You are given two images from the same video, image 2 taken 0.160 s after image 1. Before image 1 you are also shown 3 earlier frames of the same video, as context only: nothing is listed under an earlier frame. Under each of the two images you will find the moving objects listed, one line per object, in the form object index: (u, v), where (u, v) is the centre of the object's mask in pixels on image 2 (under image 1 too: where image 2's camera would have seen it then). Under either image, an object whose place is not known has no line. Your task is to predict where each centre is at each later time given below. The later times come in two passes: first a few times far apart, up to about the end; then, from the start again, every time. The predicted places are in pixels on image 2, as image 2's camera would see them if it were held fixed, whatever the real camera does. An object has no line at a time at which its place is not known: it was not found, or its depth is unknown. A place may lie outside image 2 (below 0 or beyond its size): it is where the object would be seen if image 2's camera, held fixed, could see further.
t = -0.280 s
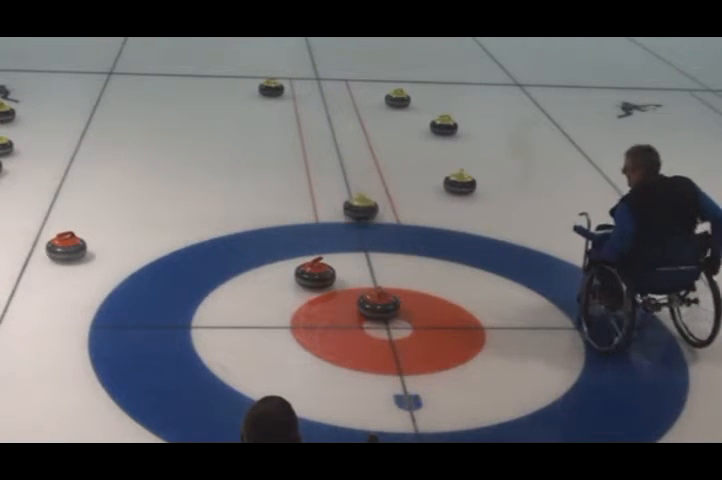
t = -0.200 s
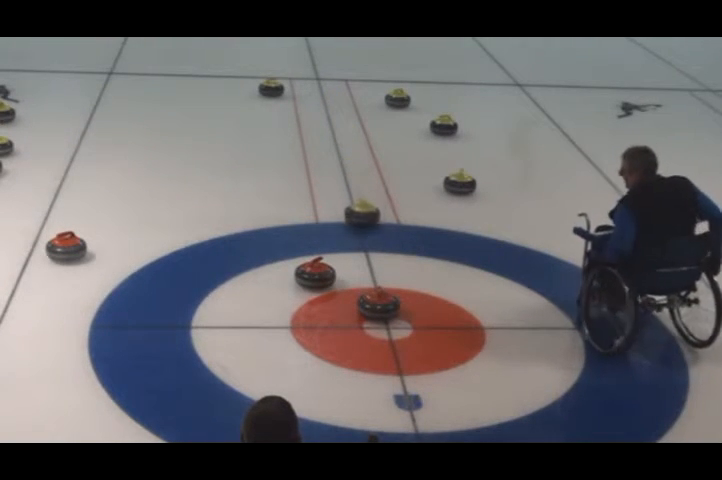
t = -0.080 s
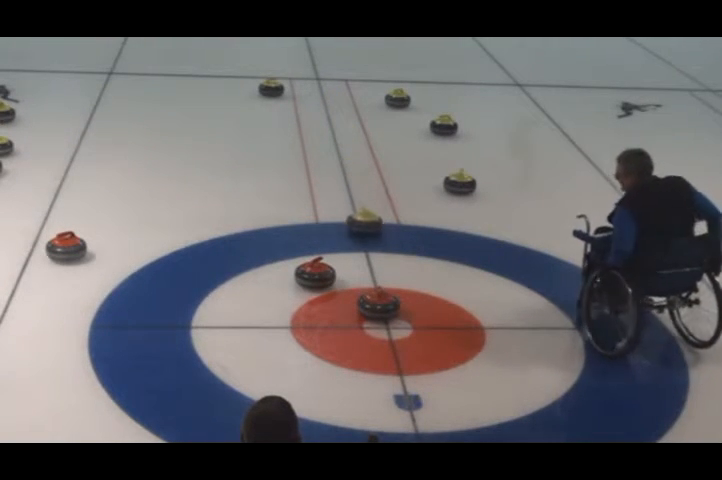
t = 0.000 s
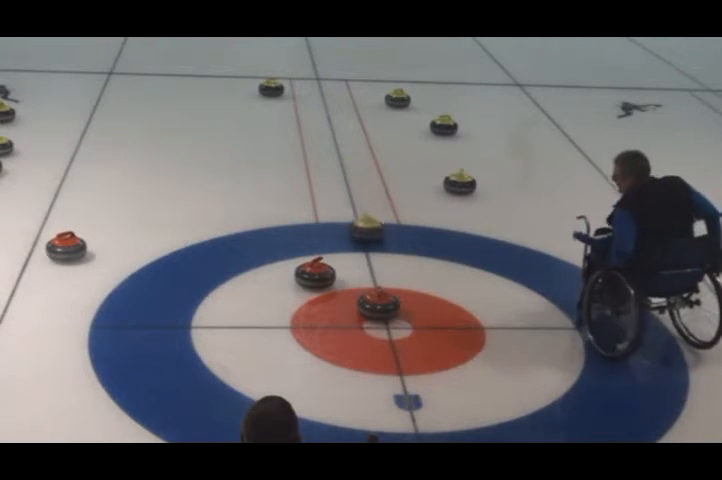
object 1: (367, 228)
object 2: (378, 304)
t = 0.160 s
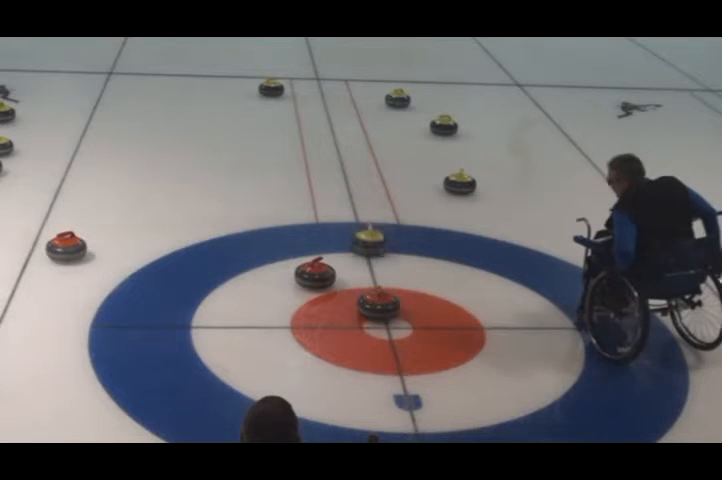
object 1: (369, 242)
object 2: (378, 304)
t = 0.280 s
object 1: (371, 252)
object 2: (378, 304)
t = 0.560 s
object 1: (378, 276)
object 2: (379, 304)
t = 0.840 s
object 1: (385, 286)
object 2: (378, 321)
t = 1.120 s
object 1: (389, 286)
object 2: (376, 351)
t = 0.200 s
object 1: (369, 245)
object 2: (378, 304)
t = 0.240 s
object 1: (370, 249)
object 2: (378, 304)
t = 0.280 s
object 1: (371, 252)
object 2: (378, 304)
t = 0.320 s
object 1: (372, 255)
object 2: (378, 304)
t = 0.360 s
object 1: (373, 259)
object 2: (378, 304)
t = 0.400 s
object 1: (374, 263)
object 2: (378, 304)
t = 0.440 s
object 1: (375, 266)
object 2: (379, 304)
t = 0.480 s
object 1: (376, 269)
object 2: (379, 304)
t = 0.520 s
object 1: (377, 272)
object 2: (379, 304)
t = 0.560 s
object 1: (378, 276)
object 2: (379, 304)
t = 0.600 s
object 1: (379, 278)
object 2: (379, 304)
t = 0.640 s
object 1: (380, 280)
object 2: (379, 304)
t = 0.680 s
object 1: (381, 283)
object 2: (379, 306)
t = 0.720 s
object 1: (383, 284)
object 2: (378, 310)
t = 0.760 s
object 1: (383, 285)
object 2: (377, 314)
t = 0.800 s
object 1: (384, 285)
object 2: (378, 318)
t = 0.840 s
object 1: (385, 286)
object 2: (378, 321)
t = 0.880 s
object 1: (385, 286)
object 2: (377, 326)
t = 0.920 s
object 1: (385, 285)
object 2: (376, 329)
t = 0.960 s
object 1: (386, 286)
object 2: (376, 334)
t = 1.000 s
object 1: (387, 286)
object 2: (376, 337)
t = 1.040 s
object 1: (388, 285)
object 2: (376, 341)
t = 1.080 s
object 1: (389, 286)
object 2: (375, 346)
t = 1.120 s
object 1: (389, 286)
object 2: (376, 351)
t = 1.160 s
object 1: (389, 286)
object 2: (375, 355)
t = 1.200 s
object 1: (390, 286)
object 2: (374, 359)
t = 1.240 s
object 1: (389, 286)
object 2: (373, 362)
